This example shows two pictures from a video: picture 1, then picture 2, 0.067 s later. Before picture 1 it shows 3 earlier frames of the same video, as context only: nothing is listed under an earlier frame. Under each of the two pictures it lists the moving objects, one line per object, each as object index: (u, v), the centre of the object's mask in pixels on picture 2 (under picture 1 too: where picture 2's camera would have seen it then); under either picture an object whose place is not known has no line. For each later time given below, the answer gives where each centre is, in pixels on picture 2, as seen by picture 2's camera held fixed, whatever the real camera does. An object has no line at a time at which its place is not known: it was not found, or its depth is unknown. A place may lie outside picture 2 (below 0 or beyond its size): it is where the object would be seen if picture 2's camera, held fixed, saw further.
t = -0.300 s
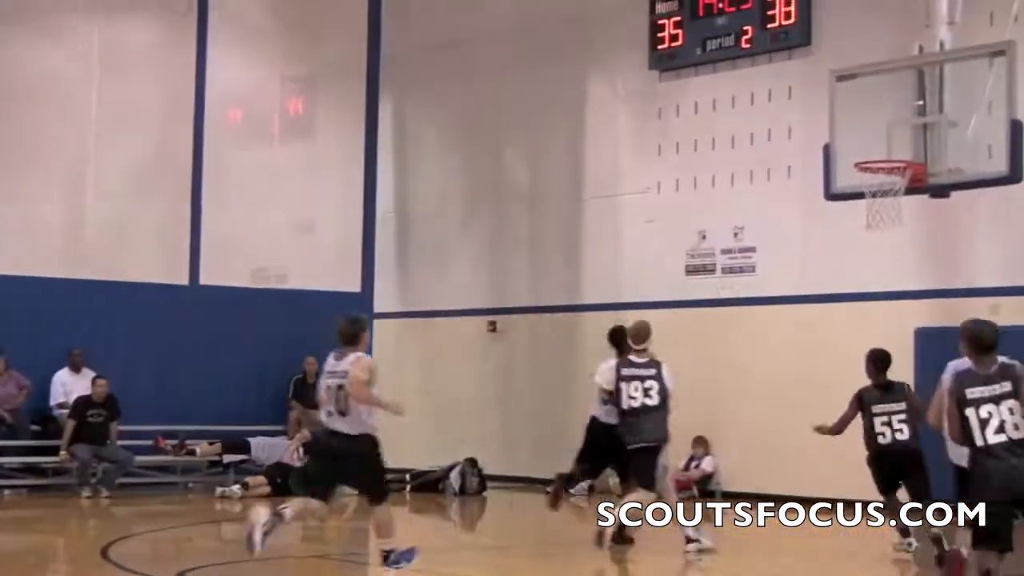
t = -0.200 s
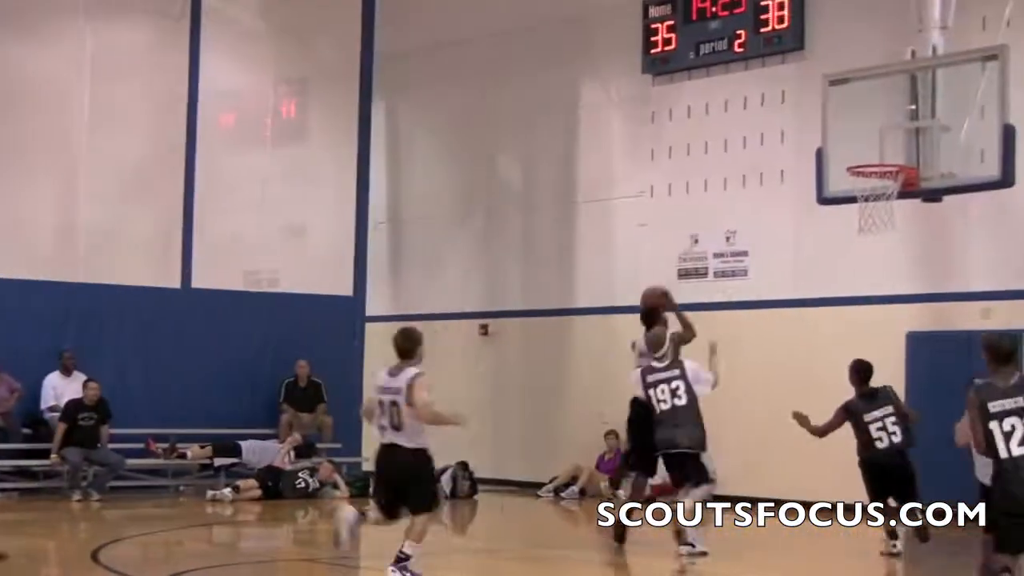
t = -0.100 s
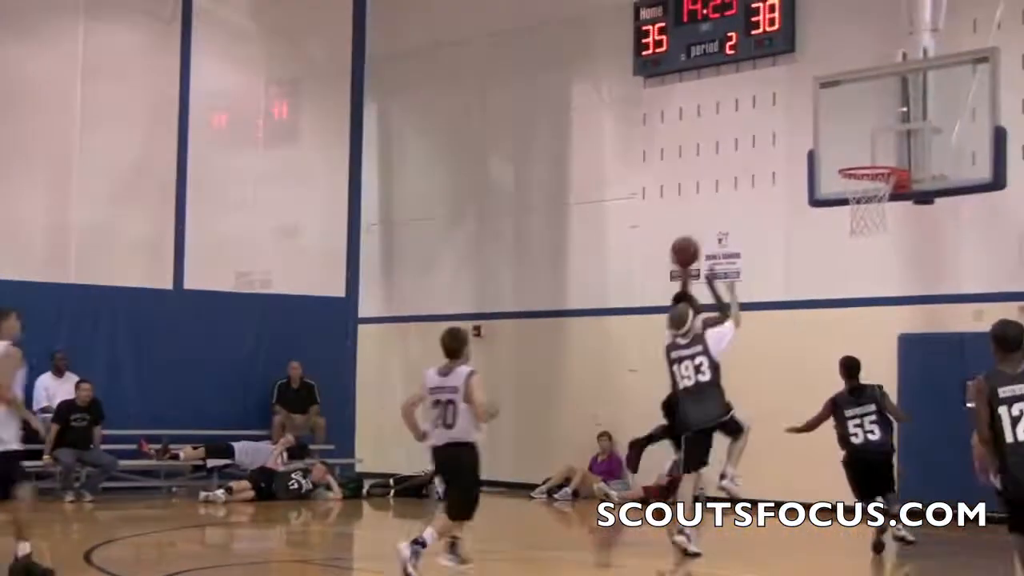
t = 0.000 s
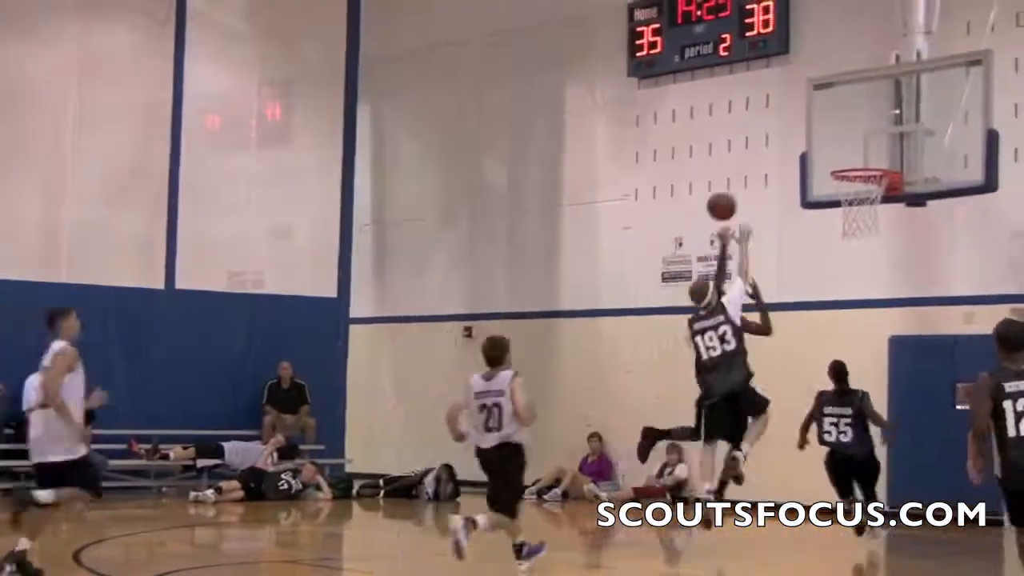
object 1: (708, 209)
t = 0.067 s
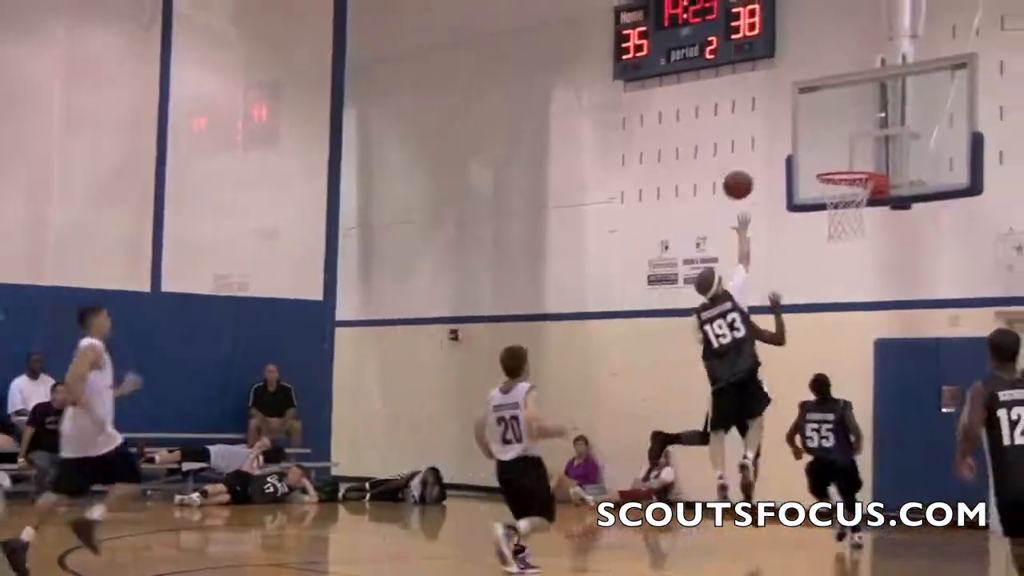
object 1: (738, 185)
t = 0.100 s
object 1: (752, 174)
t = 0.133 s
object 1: (767, 166)
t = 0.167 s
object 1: (783, 158)
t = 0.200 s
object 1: (798, 152)
